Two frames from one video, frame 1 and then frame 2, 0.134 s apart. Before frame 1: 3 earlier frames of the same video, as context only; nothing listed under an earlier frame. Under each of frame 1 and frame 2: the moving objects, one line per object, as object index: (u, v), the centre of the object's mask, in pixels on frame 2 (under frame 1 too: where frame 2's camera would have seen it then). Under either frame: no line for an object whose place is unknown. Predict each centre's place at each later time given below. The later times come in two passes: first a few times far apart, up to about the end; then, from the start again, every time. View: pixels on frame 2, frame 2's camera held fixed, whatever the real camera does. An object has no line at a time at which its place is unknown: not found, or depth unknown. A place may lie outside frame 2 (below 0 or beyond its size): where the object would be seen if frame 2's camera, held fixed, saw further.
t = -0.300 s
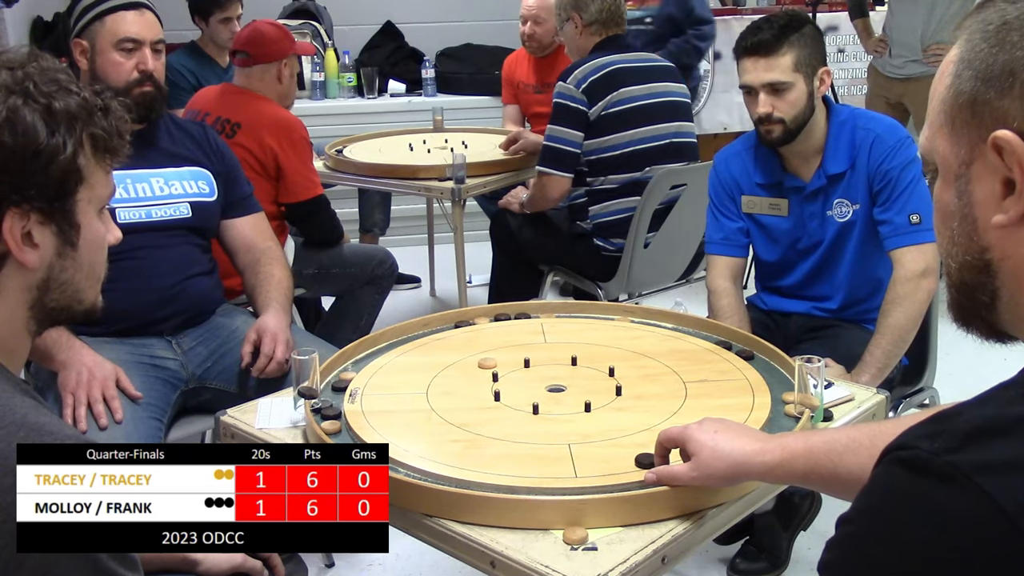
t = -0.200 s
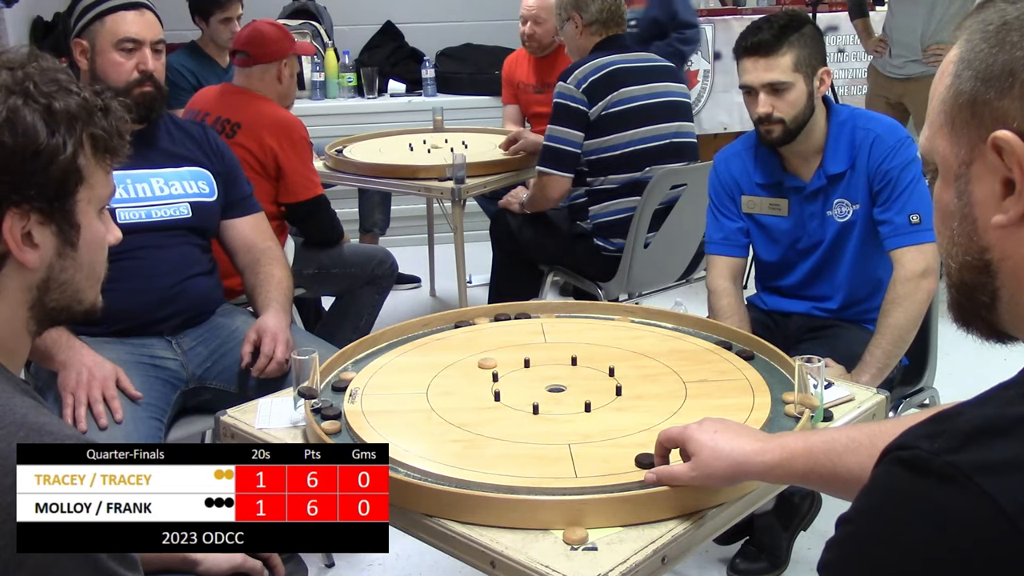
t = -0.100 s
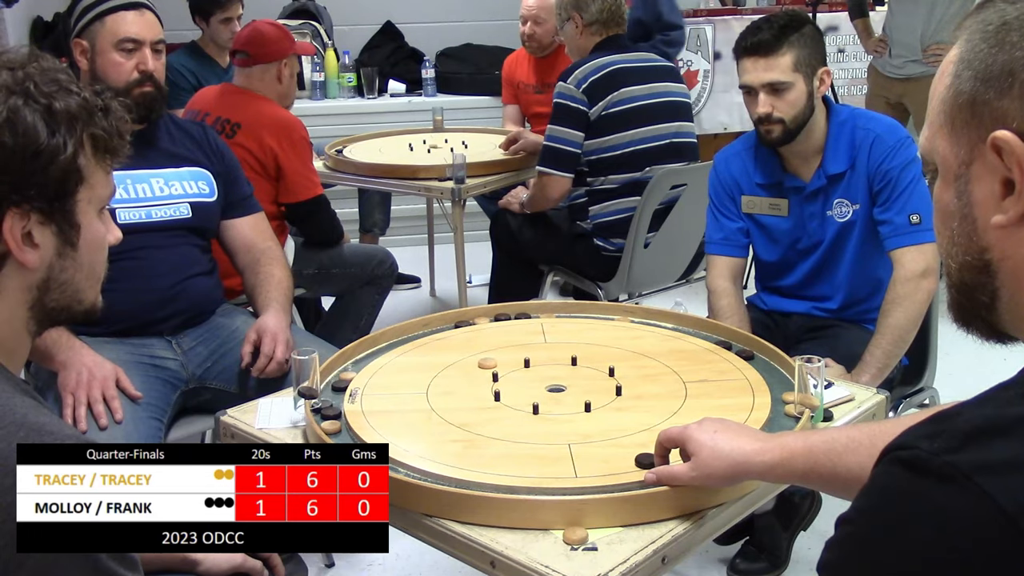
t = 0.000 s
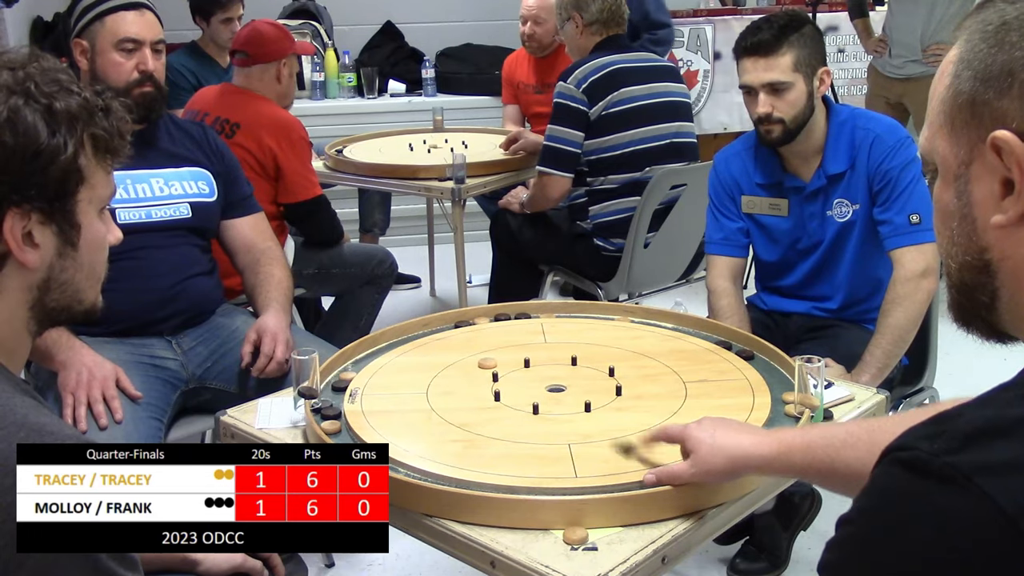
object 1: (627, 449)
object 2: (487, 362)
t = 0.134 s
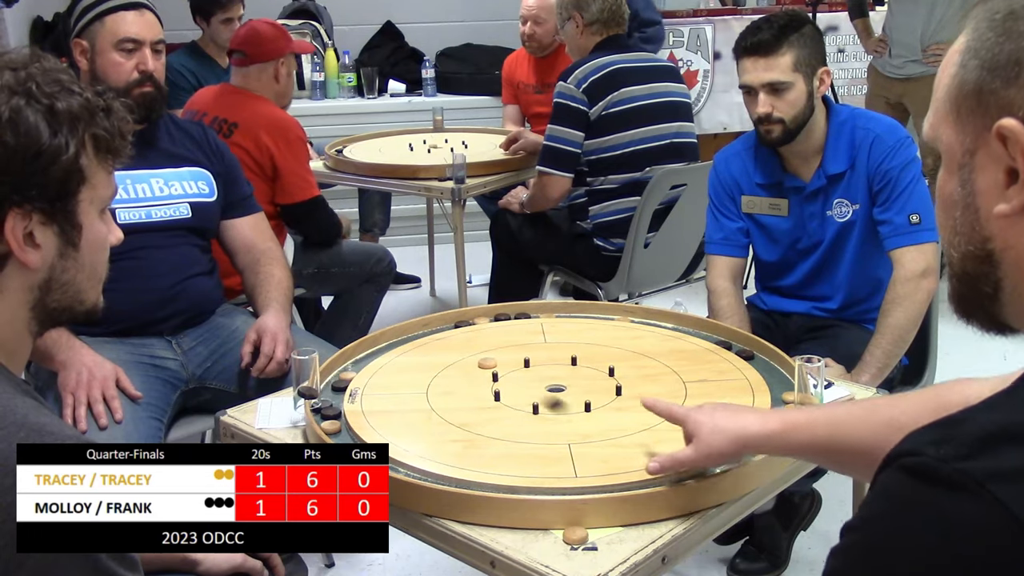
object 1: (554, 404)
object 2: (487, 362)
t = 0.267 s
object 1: (504, 364)
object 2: (486, 361)
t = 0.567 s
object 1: (501, 360)
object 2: (426, 331)
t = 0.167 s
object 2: (487, 362)
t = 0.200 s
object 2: (487, 362)
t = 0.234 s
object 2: (487, 362)
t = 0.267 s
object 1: (504, 364)
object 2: (486, 361)
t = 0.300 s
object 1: (502, 362)
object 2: (474, 356)
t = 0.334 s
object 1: (502, 361)
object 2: (463, 350)
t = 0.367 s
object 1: (501, 361)
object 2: (452, 345)
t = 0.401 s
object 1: (501, 361)
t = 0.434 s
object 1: (501, 360)
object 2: (433, 332)
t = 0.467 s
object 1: (501, 360)
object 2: (426, 329)
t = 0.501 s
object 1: (501, 360)
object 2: (429, 332)
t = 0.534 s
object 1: (501, 360)
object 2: (428, 331)
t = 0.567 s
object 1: (501, 360)
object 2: (426, 331)
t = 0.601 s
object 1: (500, 360)
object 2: (427, 331)
